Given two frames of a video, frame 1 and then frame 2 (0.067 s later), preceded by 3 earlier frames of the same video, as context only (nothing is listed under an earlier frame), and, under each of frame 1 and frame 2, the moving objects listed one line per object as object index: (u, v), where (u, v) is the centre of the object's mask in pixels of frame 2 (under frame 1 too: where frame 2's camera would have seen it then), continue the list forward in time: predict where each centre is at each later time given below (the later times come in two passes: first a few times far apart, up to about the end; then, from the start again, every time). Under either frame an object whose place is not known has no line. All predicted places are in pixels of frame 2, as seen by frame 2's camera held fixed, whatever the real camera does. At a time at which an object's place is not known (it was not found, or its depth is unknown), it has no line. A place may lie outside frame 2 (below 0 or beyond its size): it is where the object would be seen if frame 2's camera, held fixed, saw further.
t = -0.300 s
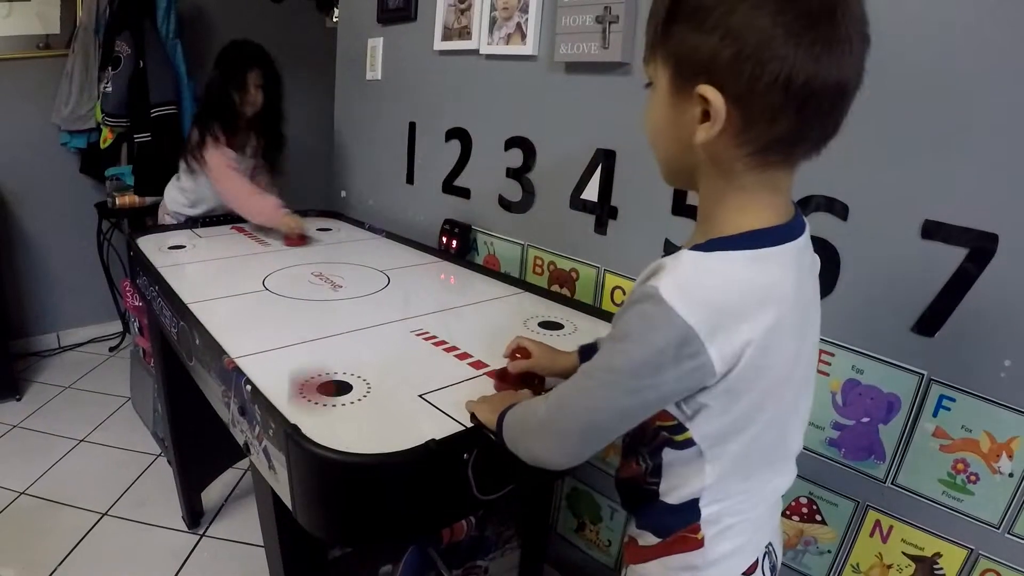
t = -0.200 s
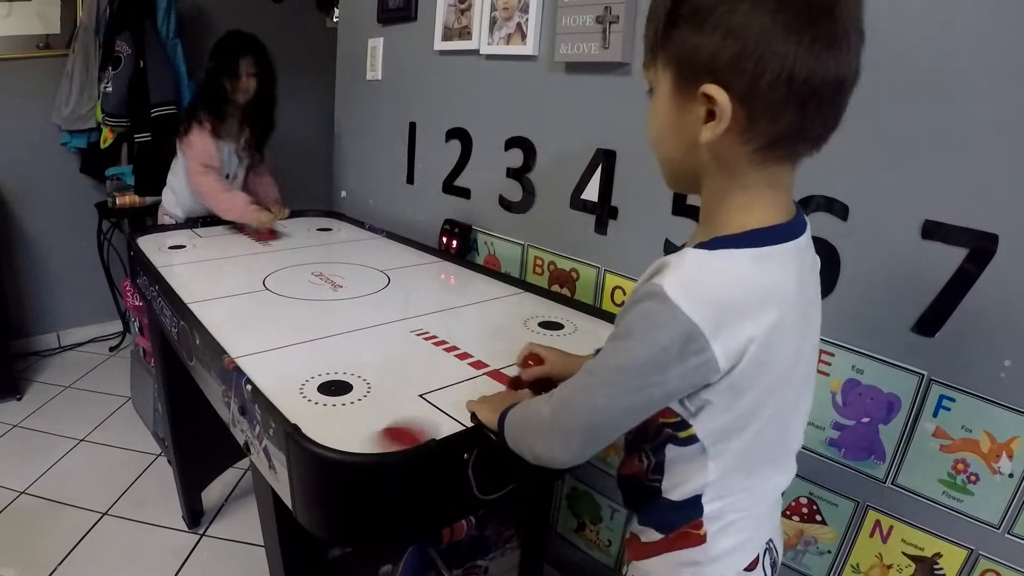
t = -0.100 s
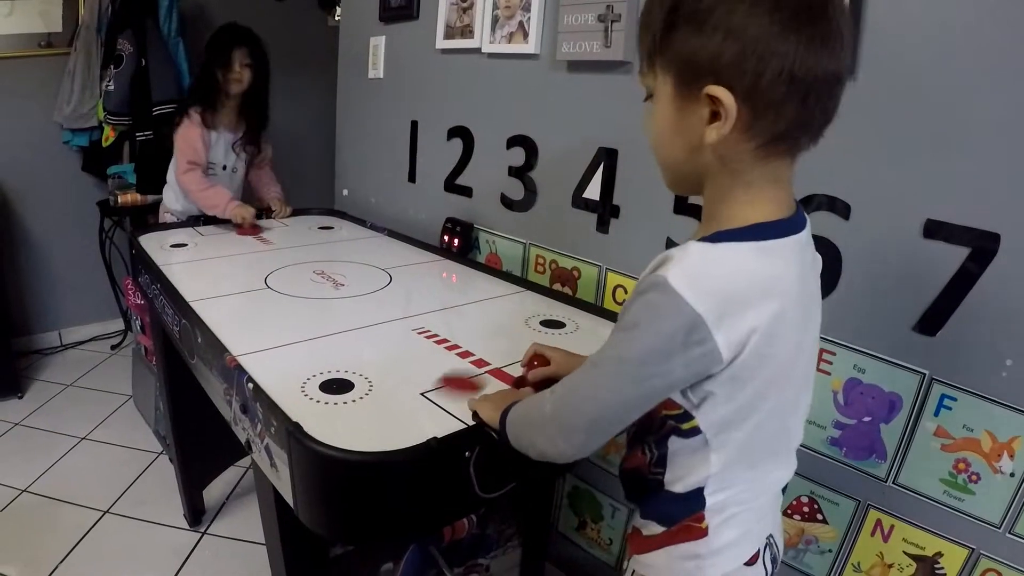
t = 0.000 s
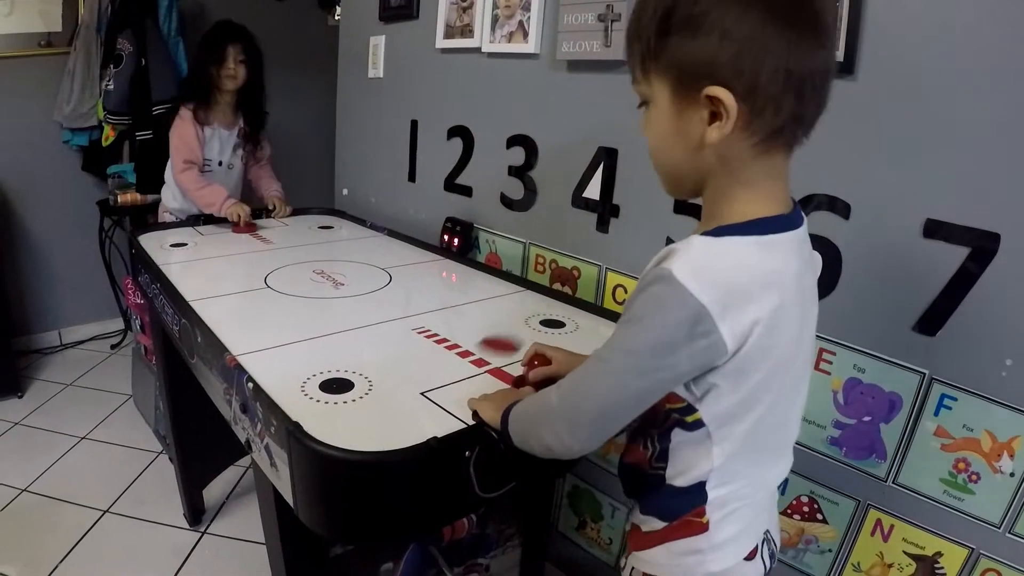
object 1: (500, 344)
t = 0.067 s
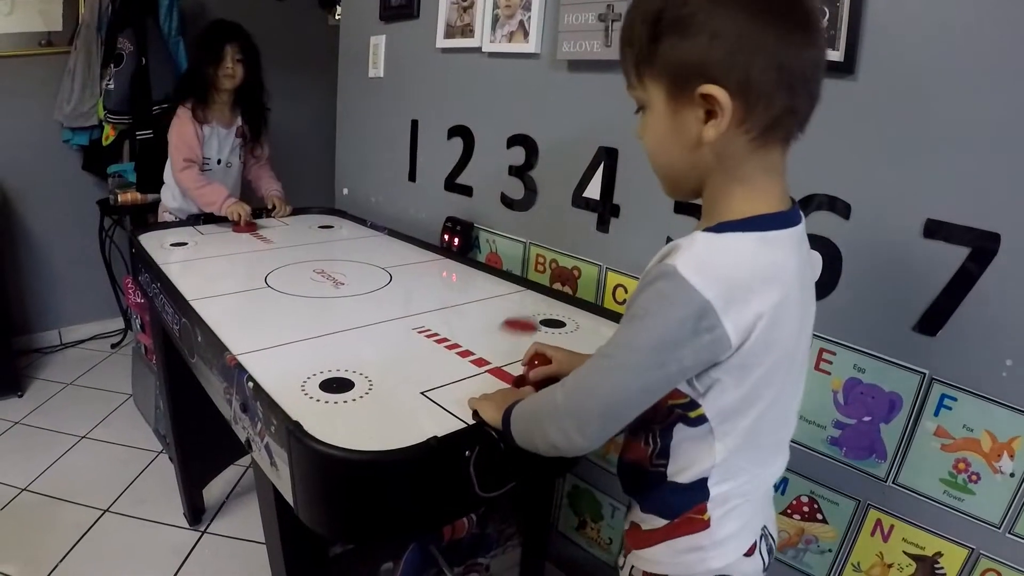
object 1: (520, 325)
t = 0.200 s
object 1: (524, 299)
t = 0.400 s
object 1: (416, 283)
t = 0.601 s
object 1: (322, 269)
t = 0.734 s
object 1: (267, 261)
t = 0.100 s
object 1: (528, 316)
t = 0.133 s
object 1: (537, 309)
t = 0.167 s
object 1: (541, 302)
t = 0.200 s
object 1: (524, 299)
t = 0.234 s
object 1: (506, 296)
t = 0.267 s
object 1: (486, 294)
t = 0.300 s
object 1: (468, 291)
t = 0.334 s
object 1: (450, 288)
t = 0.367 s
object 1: (432, 286)
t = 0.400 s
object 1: (416, 283)
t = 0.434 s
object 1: (399, 281)
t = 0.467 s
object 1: (383, 279)
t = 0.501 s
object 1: (367, 276)
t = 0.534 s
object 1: (352, 274)
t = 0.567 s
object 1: (338, 272)
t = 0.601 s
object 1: (322, 269)
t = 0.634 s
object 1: (308, 268)
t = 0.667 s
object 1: (294, 265)
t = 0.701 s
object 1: (281, 263)
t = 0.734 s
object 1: (267, 261)
